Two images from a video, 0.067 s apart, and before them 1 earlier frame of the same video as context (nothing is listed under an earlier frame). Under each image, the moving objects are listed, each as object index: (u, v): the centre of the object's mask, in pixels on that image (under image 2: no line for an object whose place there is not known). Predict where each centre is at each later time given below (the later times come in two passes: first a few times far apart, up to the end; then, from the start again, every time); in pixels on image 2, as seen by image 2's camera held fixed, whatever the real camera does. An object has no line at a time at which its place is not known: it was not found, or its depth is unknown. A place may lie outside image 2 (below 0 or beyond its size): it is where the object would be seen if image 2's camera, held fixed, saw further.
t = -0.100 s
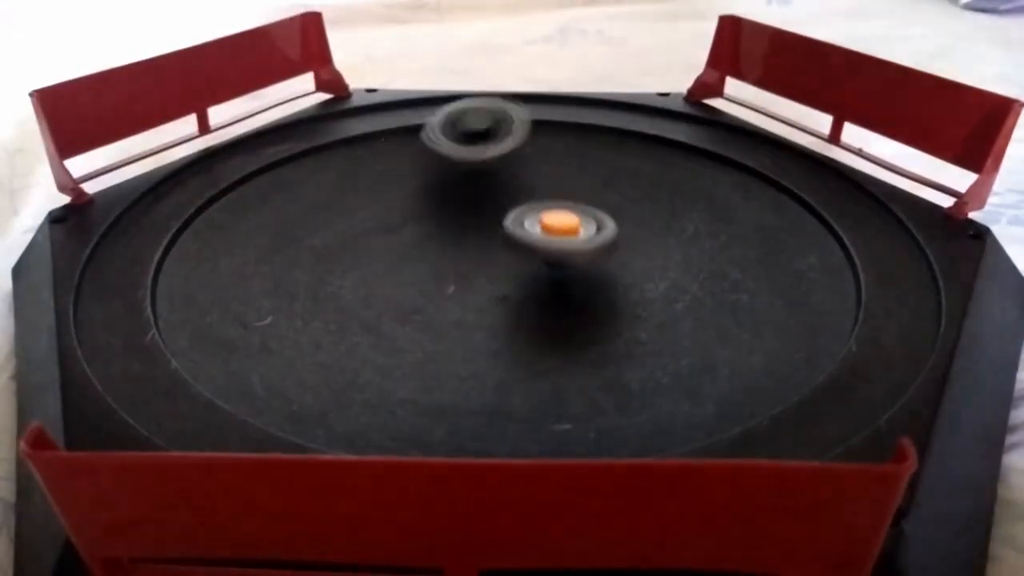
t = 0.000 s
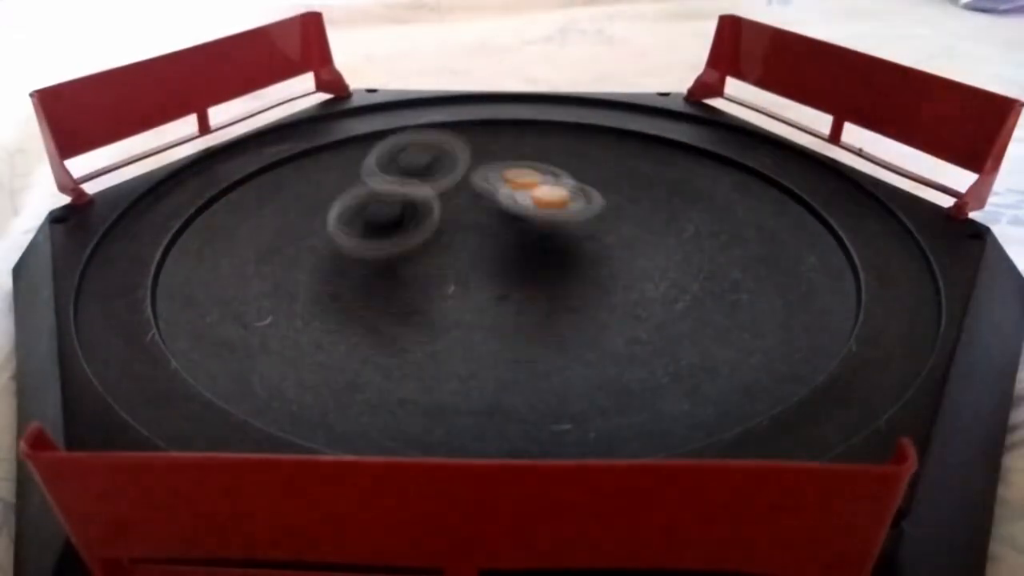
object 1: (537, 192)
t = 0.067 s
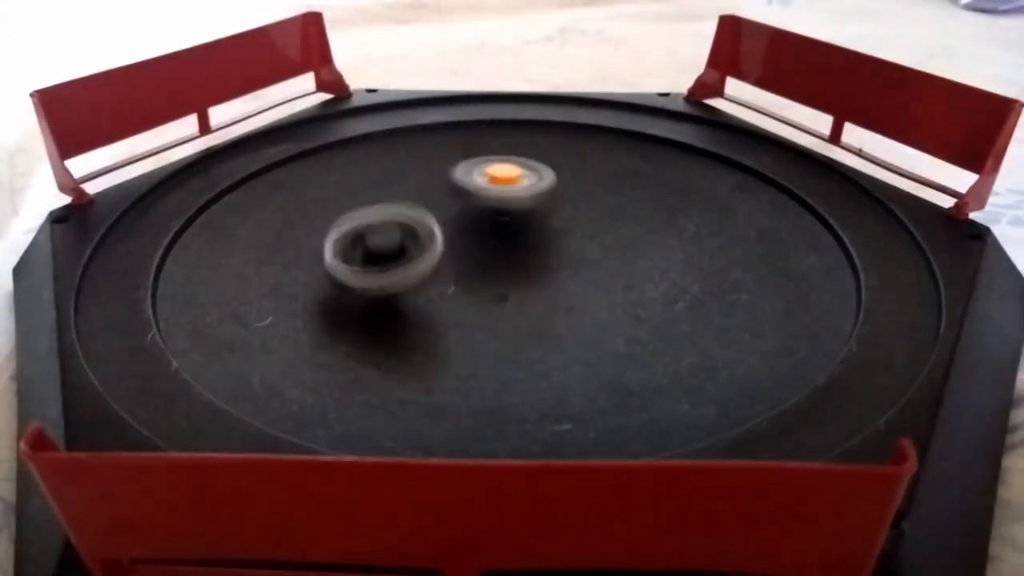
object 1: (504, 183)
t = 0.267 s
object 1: (318, 213)
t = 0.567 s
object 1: (568, 403)
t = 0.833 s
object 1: (783, 163)
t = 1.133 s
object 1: (213, 182)
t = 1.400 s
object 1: (822, 281)
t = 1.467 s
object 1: (866, 305)
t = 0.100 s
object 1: (468, 179)
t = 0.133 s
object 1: (454, 178)
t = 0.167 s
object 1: (418, 182)
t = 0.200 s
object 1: (397, 185)
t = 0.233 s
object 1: (349, 199)
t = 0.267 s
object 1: (318, 213)
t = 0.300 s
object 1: (302, 220)
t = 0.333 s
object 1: (283, 234)
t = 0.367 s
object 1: (276, 241)
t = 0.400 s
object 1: (252, 309)
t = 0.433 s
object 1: (270, 345)
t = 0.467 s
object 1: (294, 354)
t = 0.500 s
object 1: (380, 385)
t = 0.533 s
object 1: (425, 399)
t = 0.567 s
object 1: (568, 403)
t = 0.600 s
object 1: (664, 394)
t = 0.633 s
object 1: (689, 388)
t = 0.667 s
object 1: (710, 381)
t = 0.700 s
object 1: (827, 315)
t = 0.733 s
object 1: (848, 276)
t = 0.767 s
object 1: (842, 218)
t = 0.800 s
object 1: (831, 204)
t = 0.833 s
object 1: (783, 163)
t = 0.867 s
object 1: (743, 143)
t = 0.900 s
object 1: (685, 125)
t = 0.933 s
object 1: (552, 99)
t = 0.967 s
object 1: (519, 90)
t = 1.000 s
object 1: (449, 92)
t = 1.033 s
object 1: (412, 103)
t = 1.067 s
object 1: (343, 114)
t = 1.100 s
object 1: (242, 154)
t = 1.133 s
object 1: (213, 182)
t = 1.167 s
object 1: (165, 288)
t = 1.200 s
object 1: (166, 288)
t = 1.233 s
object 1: (280, 371)
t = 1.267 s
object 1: (445, 406)
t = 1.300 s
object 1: (632, 378)
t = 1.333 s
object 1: (751, 340)
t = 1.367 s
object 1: (762, 320)
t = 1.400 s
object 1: (822, 281)
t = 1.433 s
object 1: (857, 302)
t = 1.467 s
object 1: (866, 305)
